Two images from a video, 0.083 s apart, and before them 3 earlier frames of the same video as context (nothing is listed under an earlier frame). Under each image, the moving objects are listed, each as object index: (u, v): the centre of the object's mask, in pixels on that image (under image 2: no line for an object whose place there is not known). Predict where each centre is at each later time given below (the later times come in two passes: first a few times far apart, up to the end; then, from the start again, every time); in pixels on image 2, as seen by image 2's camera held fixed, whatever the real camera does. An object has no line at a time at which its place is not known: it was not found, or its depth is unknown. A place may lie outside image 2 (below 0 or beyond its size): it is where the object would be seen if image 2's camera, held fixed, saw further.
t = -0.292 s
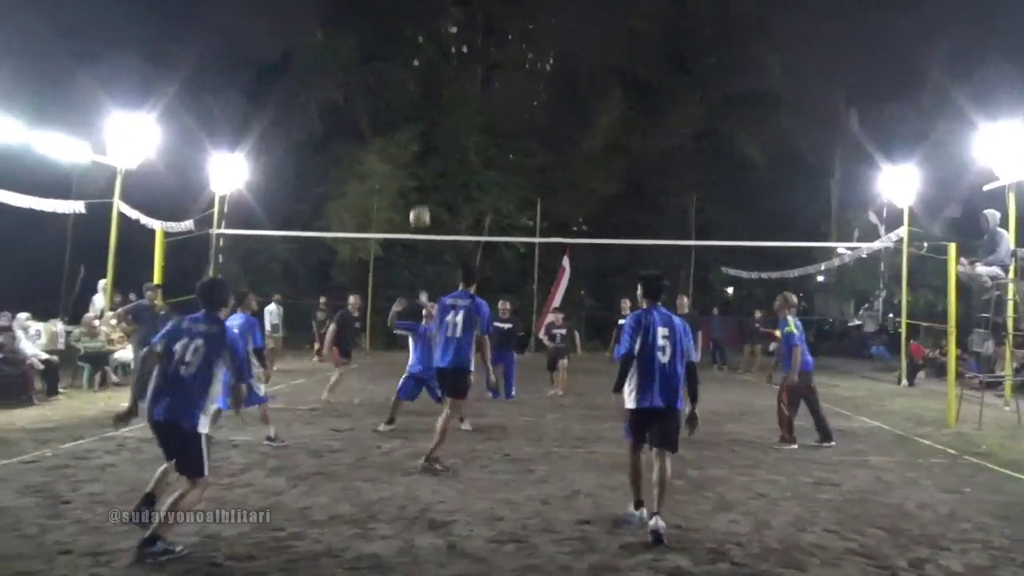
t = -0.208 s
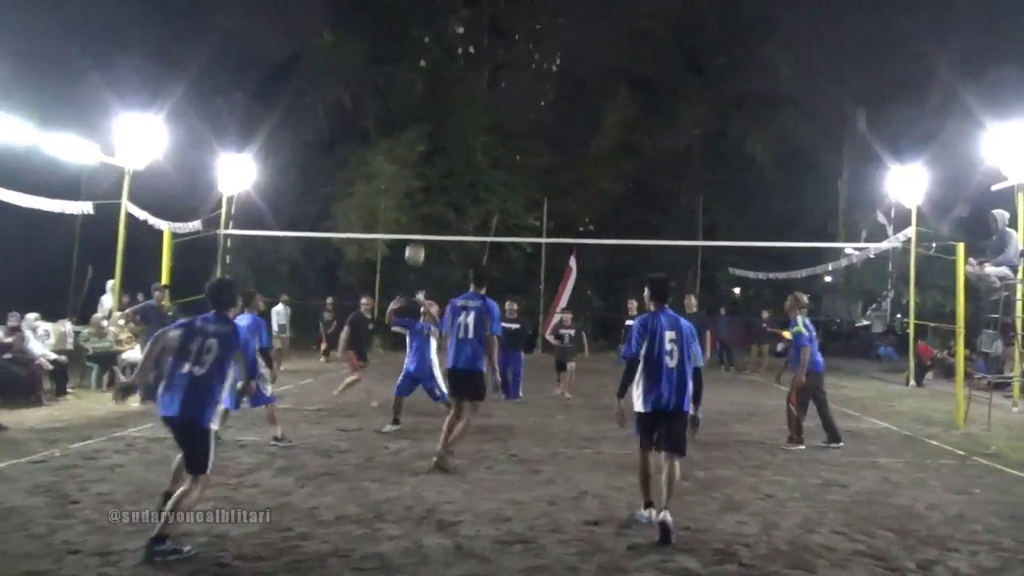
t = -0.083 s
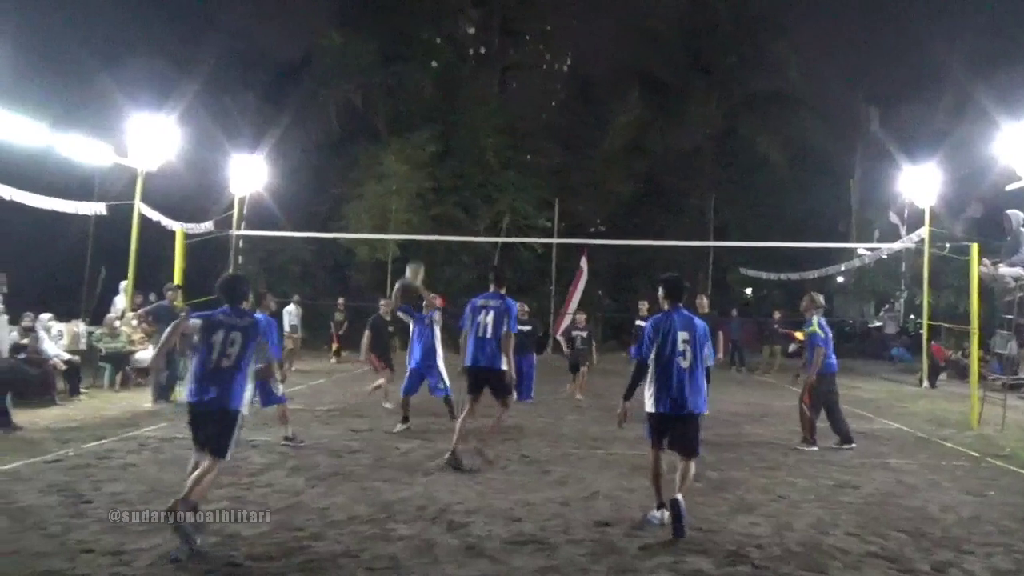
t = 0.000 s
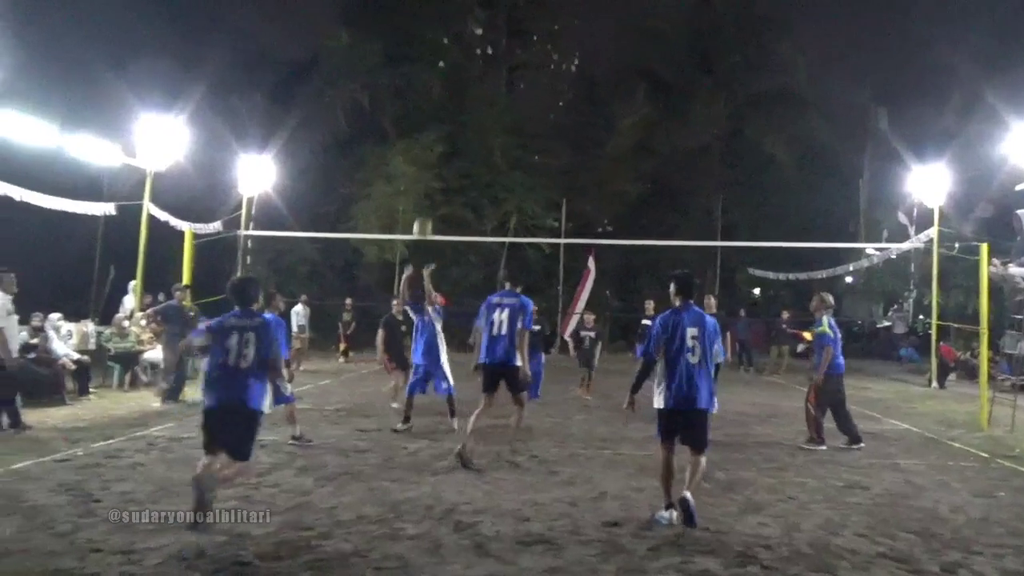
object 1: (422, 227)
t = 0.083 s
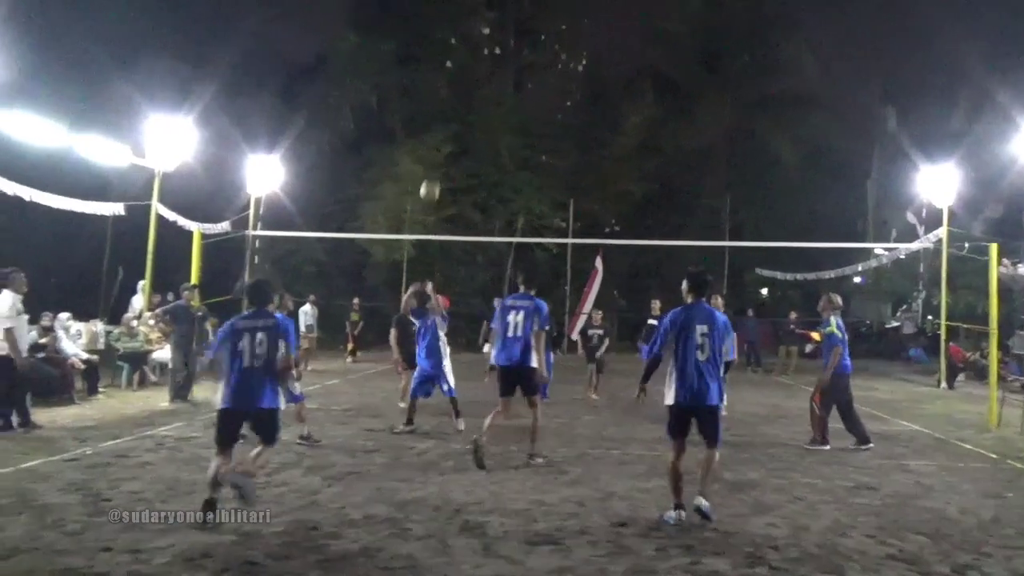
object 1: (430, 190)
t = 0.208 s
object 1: (429, 145)
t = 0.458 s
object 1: (424, 87)
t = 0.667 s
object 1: (420, 85)
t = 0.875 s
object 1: (415, 115)
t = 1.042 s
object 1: (410, 159)
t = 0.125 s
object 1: (430, 173)
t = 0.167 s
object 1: (429, 157)
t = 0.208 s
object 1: (429, 145)
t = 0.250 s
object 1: (428, 132)
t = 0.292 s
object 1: (427, 121)
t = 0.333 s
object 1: (427, 111)
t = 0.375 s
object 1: (426, 103)
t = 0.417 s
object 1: (425, 92)
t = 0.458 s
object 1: (424, 87)
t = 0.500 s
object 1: (424, 84)
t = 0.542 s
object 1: (423, 83)
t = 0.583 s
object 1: (422, 82)
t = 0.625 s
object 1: (421, 83)
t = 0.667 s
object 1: (420, 85)
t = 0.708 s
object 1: (419, 89)
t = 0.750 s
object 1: (419, 94)
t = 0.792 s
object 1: (417, 100)
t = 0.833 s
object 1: (416, 107)
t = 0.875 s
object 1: (415, 115)
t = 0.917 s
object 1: (414, 124)
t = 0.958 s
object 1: (413, 135)
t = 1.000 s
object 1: (411, 147)
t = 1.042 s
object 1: (410, 159)
